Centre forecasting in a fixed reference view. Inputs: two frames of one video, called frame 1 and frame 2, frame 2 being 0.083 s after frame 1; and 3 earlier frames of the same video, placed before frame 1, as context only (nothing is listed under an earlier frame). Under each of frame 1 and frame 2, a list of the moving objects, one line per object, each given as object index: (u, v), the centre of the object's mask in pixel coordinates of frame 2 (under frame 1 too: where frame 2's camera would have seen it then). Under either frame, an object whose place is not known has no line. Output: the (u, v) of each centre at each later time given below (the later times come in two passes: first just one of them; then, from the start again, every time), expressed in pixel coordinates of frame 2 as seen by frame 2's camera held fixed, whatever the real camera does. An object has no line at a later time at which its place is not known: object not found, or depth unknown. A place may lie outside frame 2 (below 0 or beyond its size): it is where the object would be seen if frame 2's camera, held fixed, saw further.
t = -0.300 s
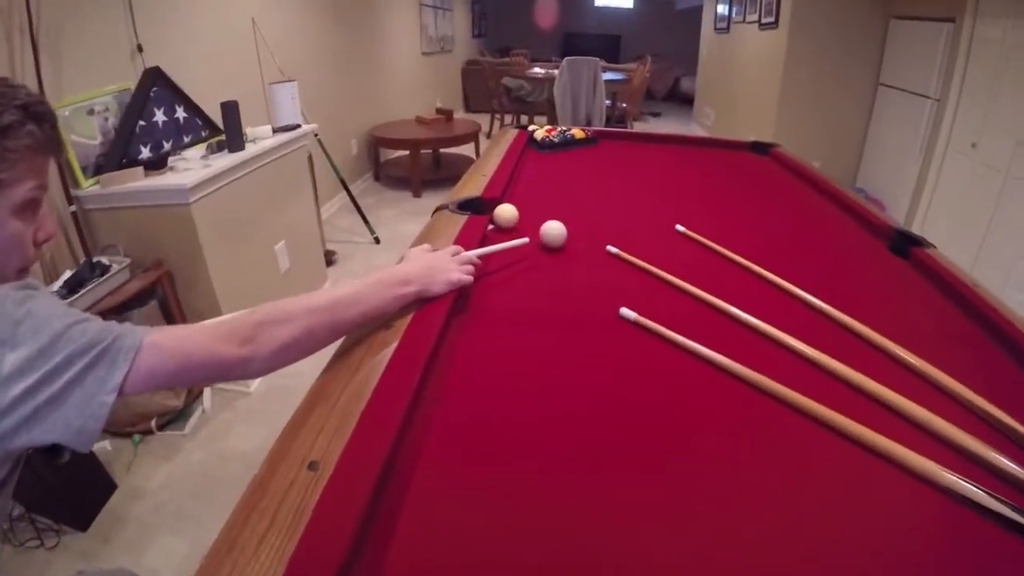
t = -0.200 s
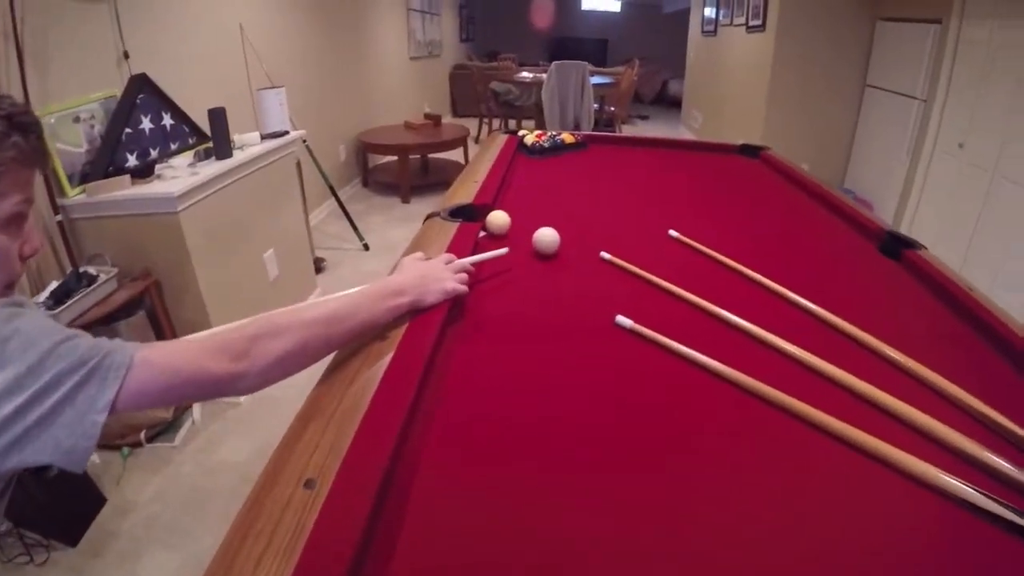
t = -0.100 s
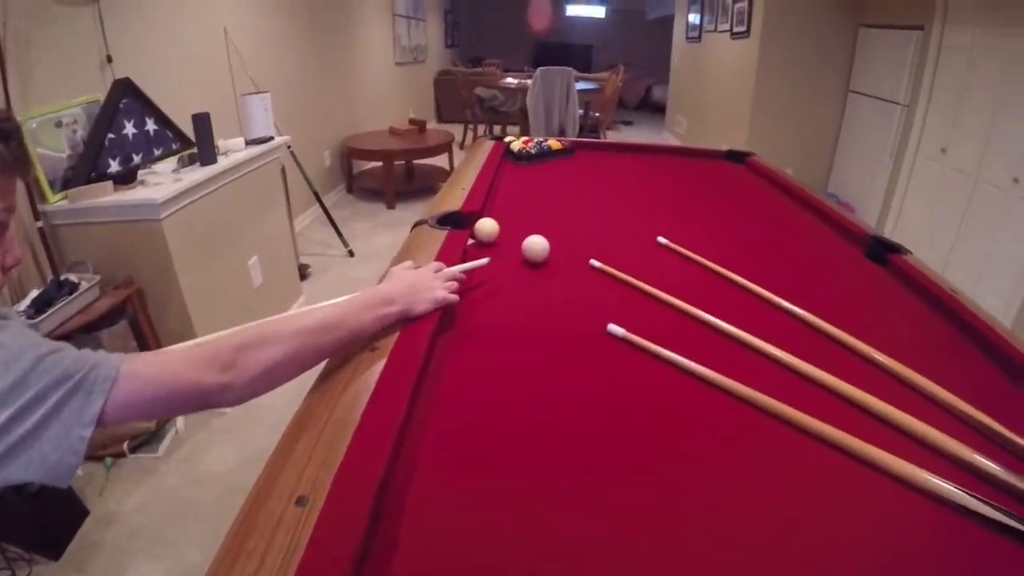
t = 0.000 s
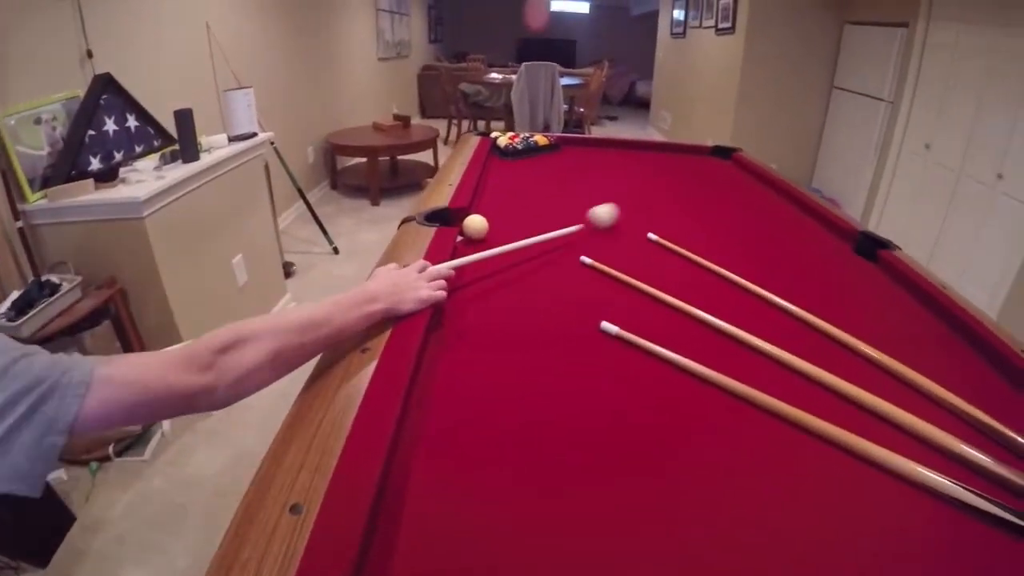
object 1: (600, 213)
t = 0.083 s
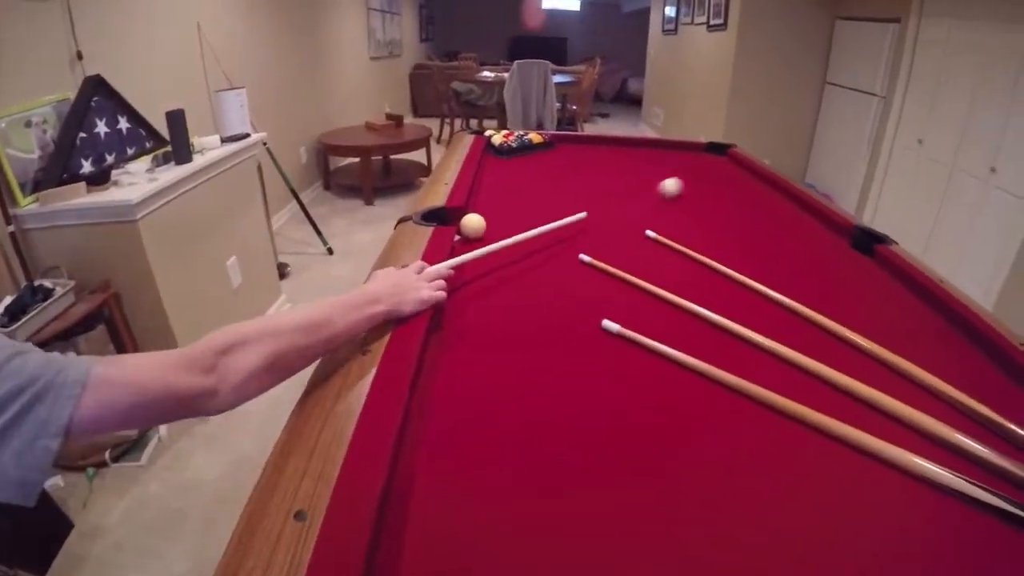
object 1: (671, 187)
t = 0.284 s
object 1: (709, 153)
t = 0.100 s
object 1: (681, 184)
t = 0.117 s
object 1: (691, 180)
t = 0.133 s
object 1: (700, 177)
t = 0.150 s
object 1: (708, 173)
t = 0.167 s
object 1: (716, 171)
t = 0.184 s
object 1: (723, 168)
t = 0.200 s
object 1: (729, 166)
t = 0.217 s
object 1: (736, 164)
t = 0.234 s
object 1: (739, 162)
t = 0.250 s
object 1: (730, 158)
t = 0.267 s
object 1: (719, 156)
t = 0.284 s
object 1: (709, 153)
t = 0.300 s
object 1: (699, 150)
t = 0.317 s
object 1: (688, 148)
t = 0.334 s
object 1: (678, 146)
